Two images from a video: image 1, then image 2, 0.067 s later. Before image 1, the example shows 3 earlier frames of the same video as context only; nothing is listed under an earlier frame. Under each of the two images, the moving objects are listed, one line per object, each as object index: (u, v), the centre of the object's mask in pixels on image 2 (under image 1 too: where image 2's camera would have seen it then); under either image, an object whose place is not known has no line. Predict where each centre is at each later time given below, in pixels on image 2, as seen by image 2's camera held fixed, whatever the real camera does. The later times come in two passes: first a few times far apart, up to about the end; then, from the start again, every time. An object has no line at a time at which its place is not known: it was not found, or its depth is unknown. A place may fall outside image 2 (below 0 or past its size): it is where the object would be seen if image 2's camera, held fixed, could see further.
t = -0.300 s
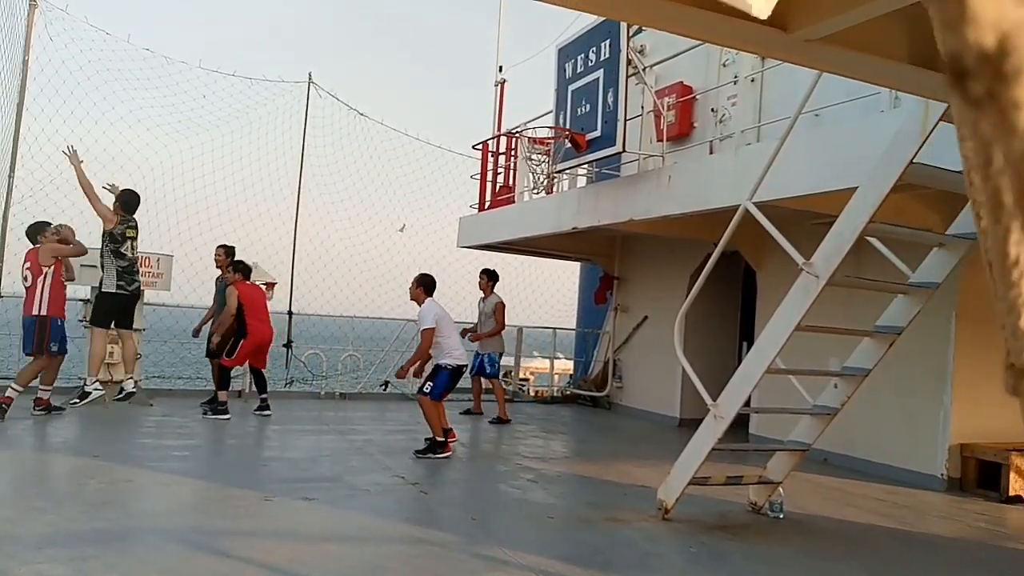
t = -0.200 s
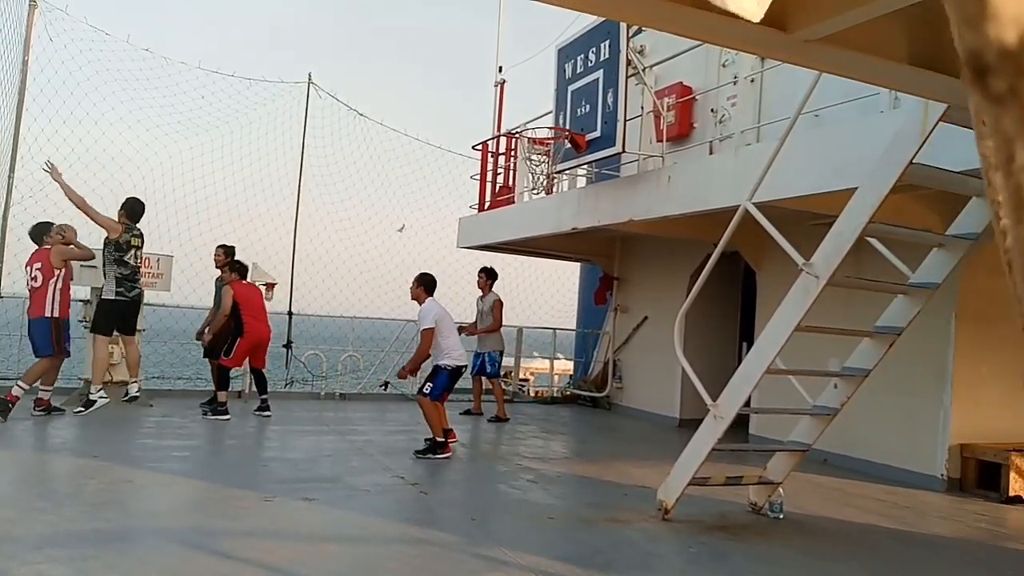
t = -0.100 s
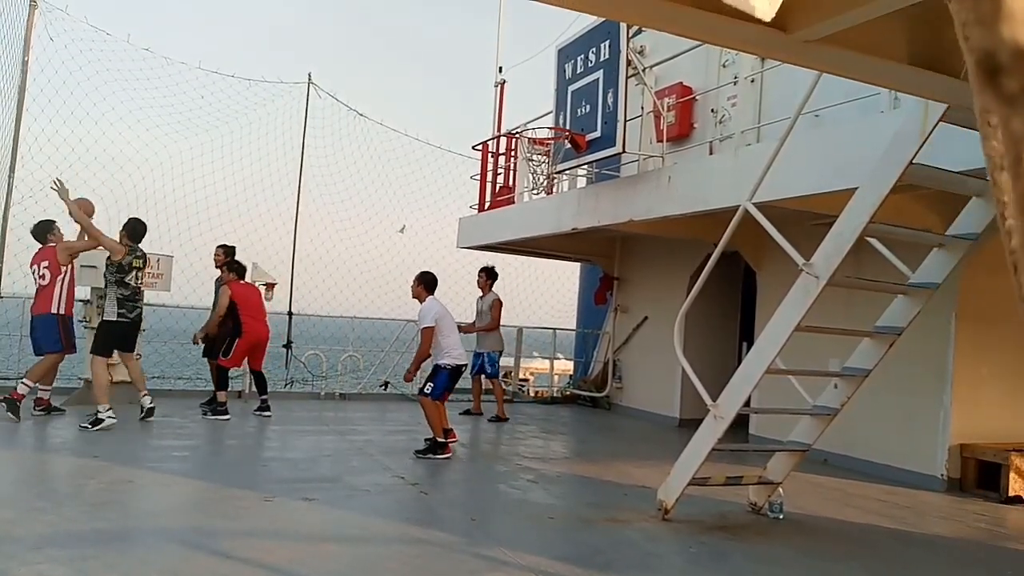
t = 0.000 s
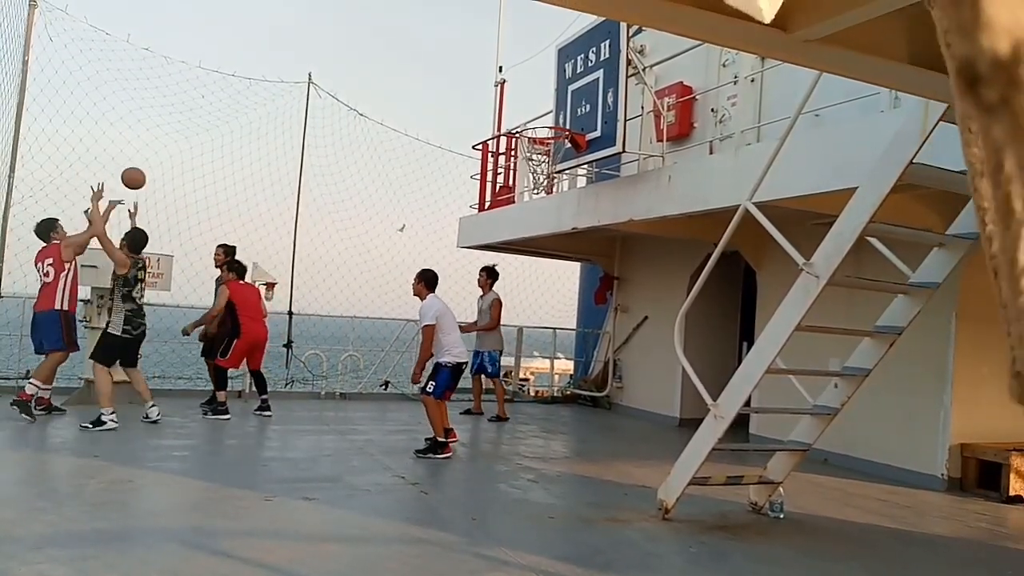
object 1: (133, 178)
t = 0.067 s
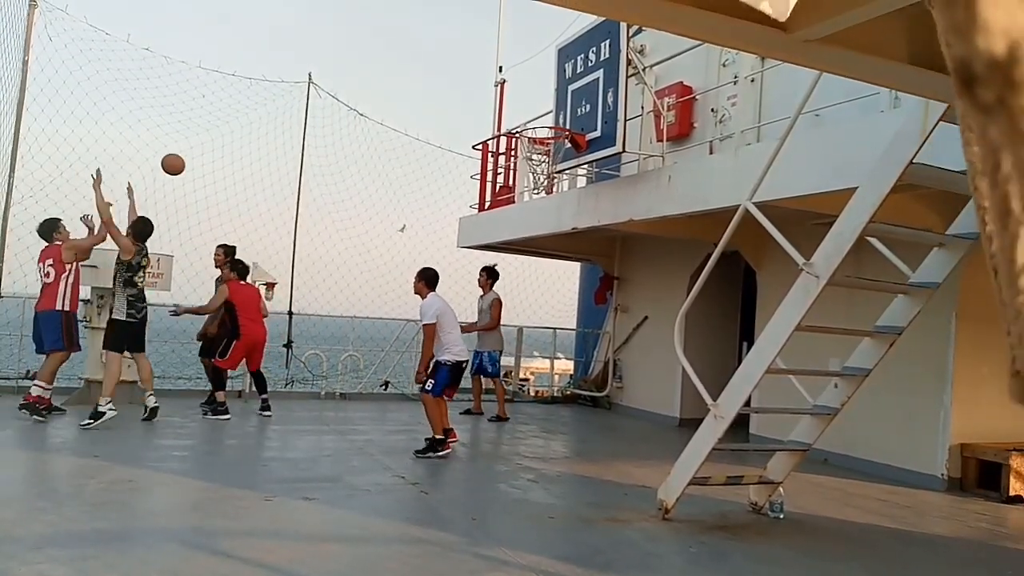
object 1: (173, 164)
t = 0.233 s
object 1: (263, 150)
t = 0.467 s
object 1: (372, 175)
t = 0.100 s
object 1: (192, 159)
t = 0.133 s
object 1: (210, 155)
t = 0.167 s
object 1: (228, 152)
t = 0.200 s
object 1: (246, 151)
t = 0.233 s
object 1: (263, 150)
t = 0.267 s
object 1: (280, 151)
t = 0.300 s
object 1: (296, 153)
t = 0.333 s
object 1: (312, 156)
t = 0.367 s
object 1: (327, 159)
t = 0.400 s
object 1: (342, 164)
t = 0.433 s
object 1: (357, 169)
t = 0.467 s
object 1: (372, 175)
